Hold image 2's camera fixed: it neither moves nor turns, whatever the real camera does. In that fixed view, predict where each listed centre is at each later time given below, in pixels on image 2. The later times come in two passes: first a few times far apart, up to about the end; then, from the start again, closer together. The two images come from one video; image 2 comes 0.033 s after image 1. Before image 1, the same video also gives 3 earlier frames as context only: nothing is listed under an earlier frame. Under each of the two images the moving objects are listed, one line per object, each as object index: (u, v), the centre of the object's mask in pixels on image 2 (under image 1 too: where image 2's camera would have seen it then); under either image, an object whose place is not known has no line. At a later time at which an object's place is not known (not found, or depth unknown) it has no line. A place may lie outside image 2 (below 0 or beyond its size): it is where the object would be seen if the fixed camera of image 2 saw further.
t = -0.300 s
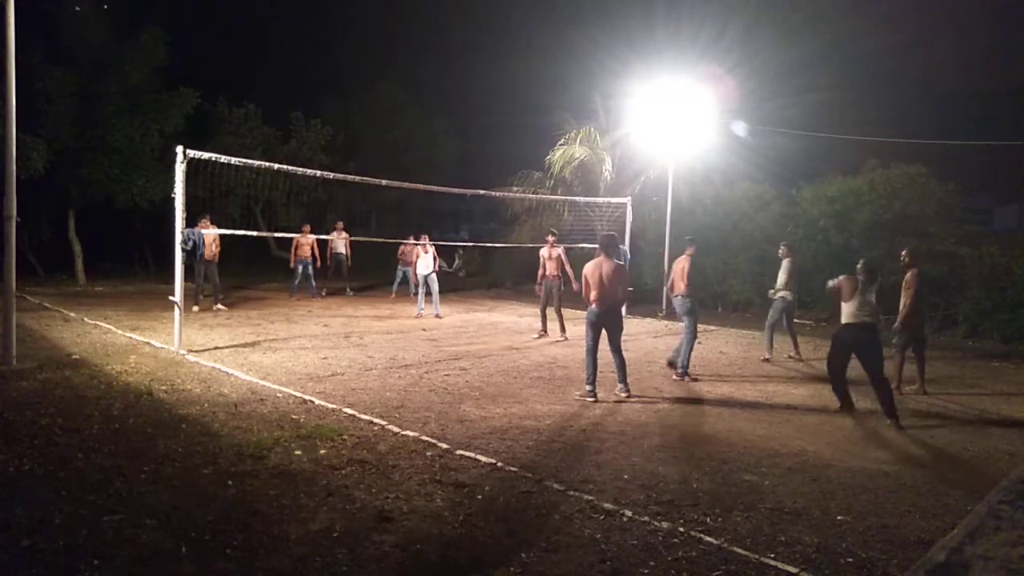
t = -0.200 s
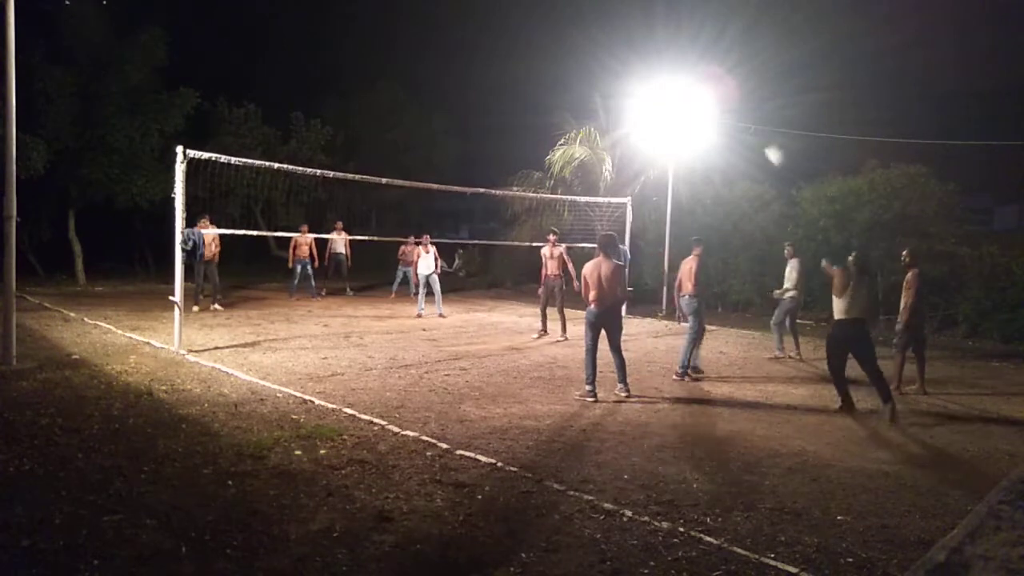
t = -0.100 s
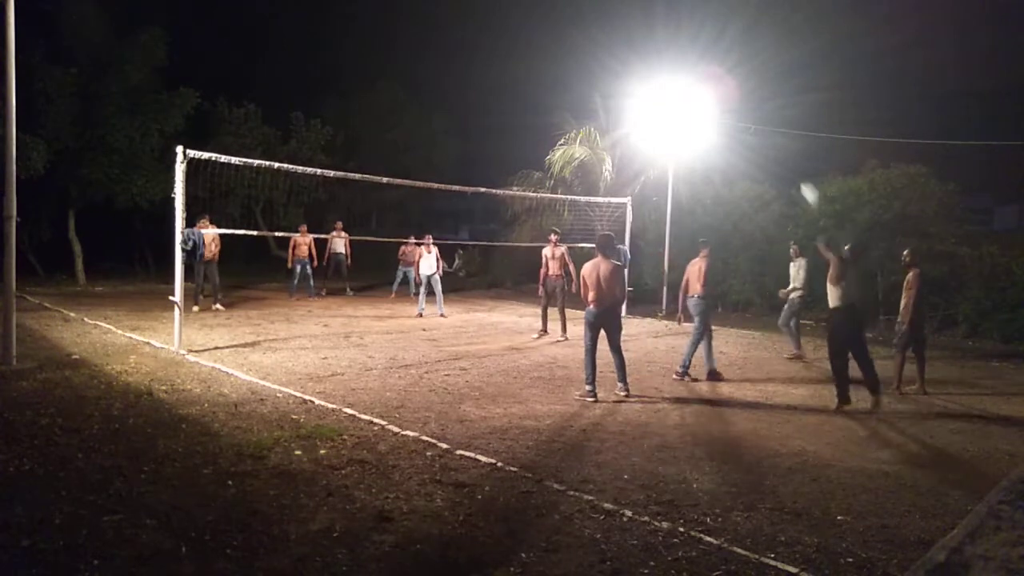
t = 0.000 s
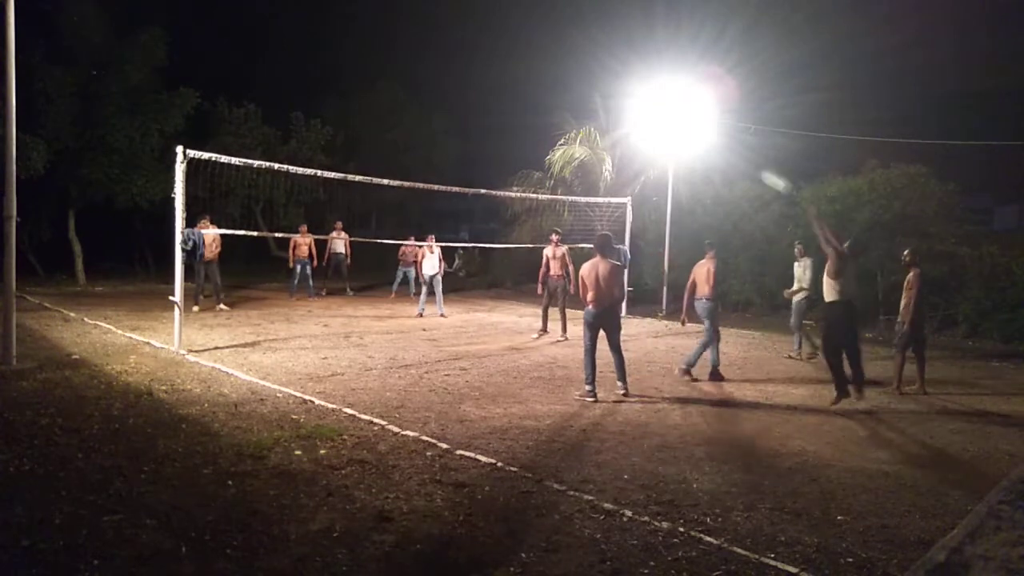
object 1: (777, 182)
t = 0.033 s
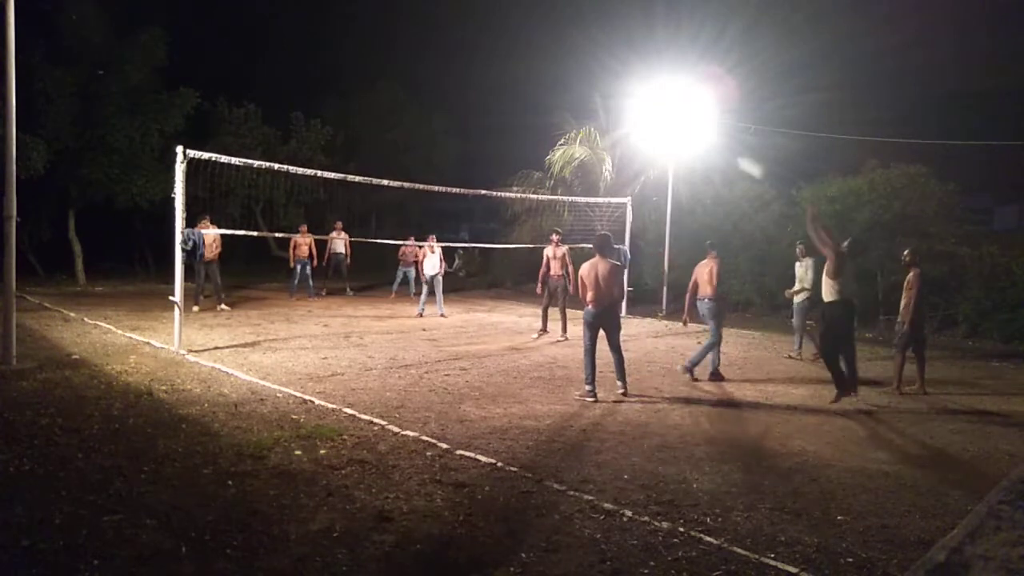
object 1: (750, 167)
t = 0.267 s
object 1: (611, 112)
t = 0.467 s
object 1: (526, 106)
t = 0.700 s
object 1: (450, 128)
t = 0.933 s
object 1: (393, 172)
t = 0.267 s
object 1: (611, 112)
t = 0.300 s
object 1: (596, 109)
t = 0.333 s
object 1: (581, 107)
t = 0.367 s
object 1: (566, 106)
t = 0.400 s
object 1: (552, 105)
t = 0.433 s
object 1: (539, 105)
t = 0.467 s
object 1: (526, 106)
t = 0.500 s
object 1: (514, 107)
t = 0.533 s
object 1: (502, 110)
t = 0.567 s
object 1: (491, 113)
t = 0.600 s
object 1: (480, 115)
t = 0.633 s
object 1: (470, 119)
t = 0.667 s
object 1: (460, 123)
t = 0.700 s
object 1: (450, 128)
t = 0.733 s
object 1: (441, 133)
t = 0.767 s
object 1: (432, 139)
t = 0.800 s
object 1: (424, 145)
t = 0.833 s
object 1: (416, 151)
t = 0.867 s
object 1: (408, 158)
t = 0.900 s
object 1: (401, 164)
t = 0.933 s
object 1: (393, 172)
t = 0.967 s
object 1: (387, 179)
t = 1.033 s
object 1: (373, 195)
